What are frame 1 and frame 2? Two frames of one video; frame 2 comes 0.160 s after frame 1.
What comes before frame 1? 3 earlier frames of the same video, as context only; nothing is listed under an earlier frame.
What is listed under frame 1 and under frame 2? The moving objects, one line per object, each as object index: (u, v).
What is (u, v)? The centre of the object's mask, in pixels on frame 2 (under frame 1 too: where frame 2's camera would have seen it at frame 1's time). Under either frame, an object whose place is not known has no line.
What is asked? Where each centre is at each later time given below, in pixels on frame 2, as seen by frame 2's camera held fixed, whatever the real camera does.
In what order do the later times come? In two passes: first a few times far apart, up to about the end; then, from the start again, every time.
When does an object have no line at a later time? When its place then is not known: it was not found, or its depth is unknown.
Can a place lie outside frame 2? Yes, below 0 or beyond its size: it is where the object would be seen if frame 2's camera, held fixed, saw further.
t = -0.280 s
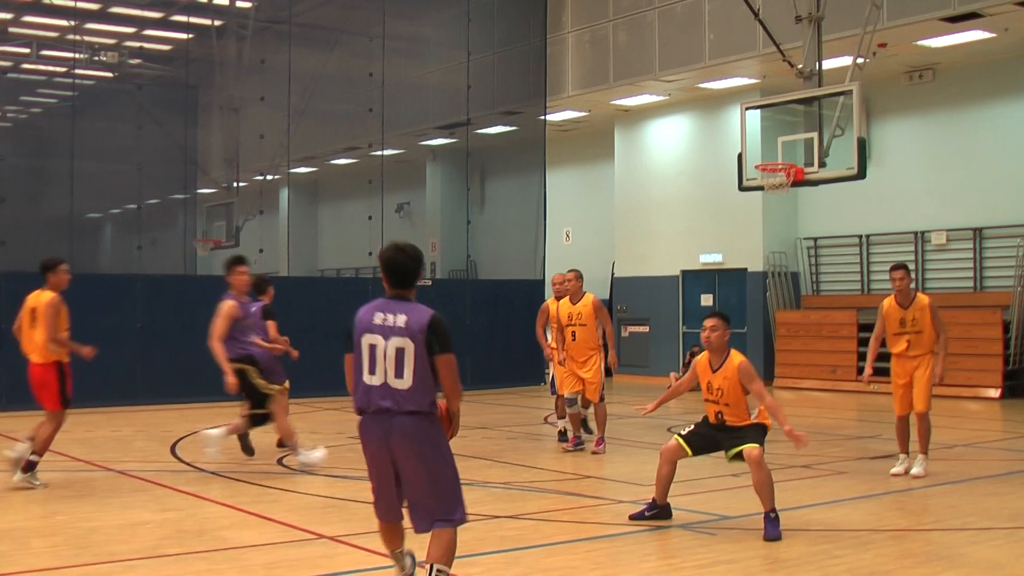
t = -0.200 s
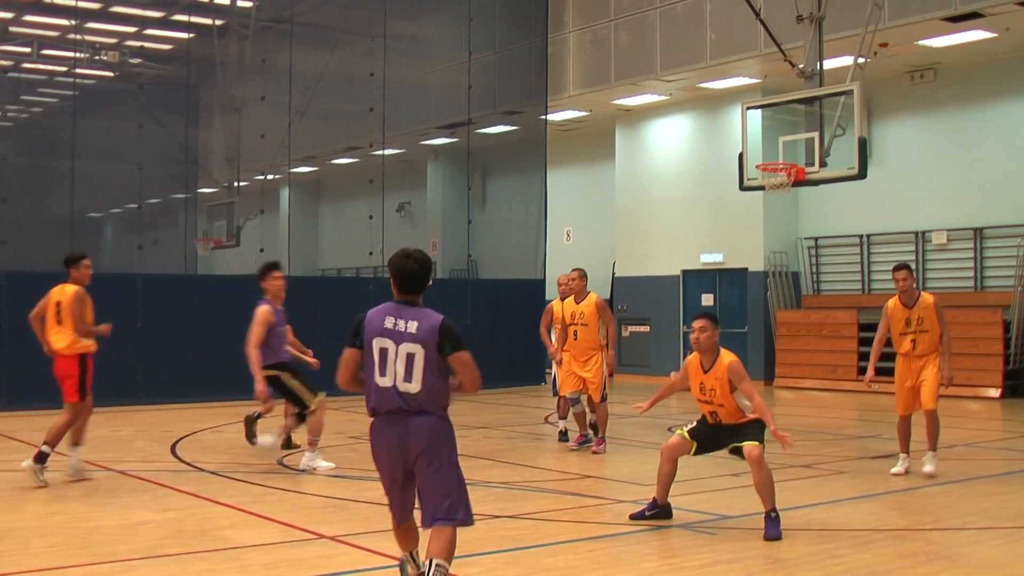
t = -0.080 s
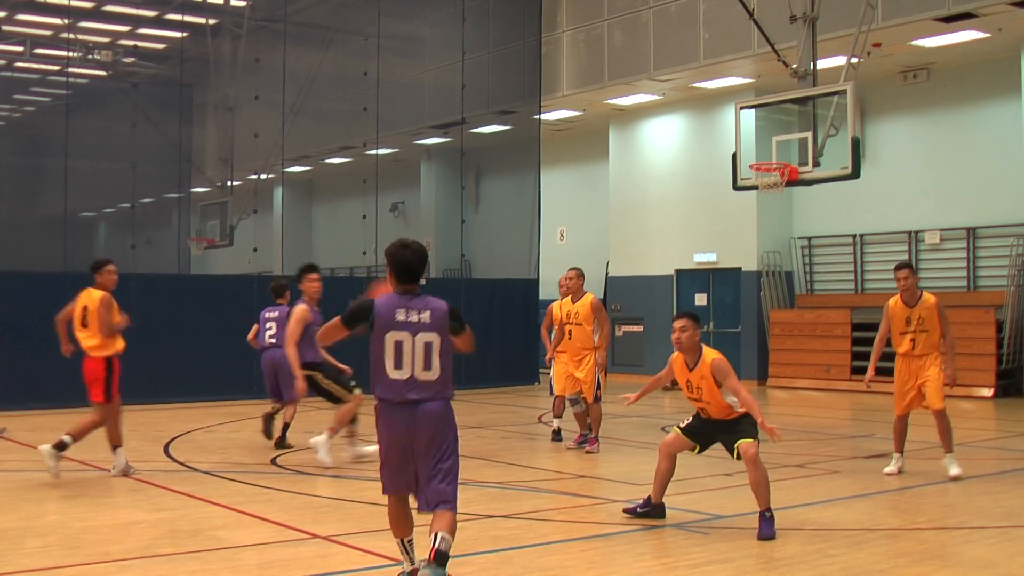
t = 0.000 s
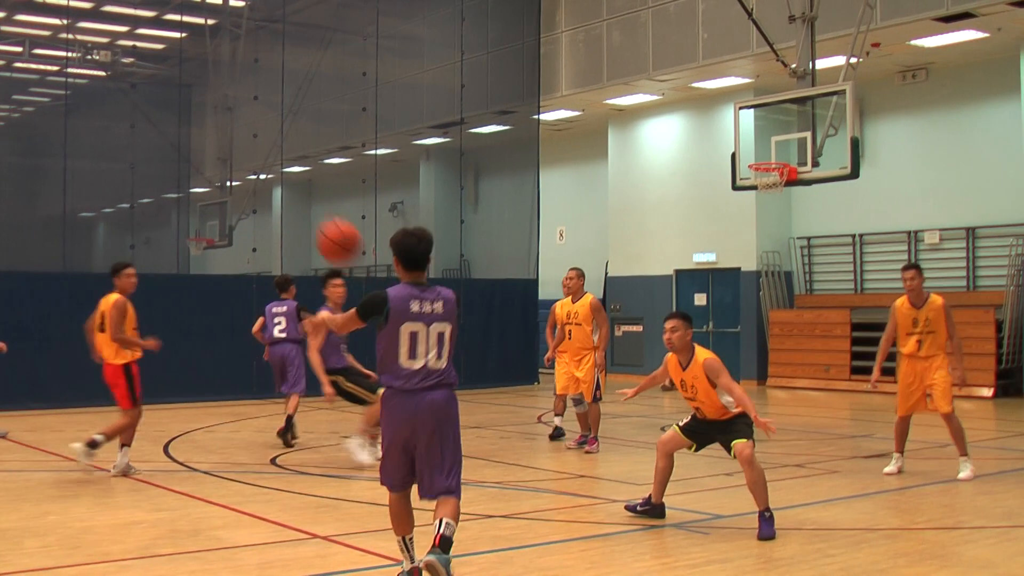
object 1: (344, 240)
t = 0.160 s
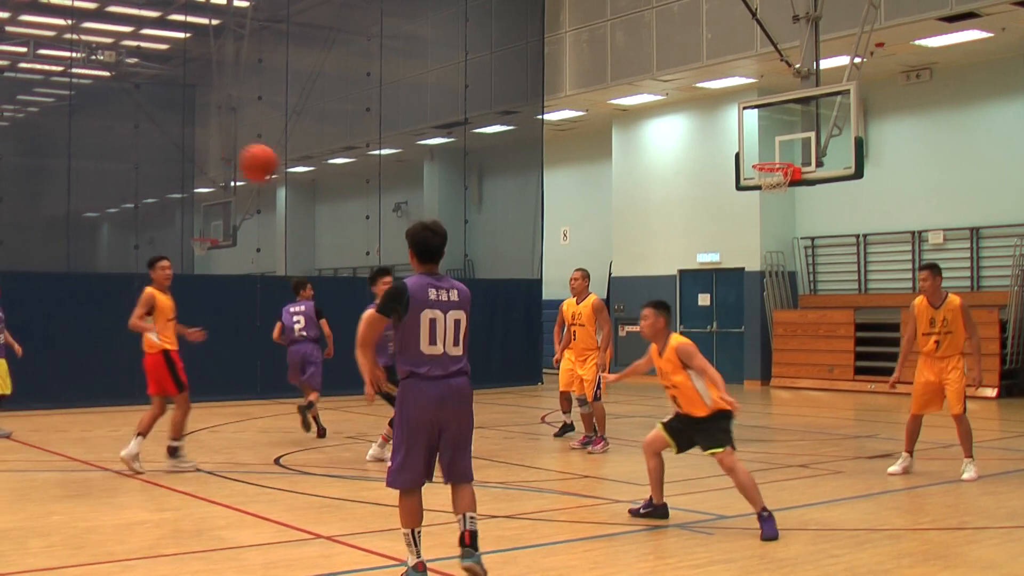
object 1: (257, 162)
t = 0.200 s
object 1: (241, 152)
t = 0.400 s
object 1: (172, 134)
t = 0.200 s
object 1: (241, 152)
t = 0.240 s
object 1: (225, 142)
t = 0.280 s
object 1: (209, 136)
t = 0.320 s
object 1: (197, 133)
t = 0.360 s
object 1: (184, 133)
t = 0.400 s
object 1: (172, 134)
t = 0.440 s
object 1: (160, 137)
